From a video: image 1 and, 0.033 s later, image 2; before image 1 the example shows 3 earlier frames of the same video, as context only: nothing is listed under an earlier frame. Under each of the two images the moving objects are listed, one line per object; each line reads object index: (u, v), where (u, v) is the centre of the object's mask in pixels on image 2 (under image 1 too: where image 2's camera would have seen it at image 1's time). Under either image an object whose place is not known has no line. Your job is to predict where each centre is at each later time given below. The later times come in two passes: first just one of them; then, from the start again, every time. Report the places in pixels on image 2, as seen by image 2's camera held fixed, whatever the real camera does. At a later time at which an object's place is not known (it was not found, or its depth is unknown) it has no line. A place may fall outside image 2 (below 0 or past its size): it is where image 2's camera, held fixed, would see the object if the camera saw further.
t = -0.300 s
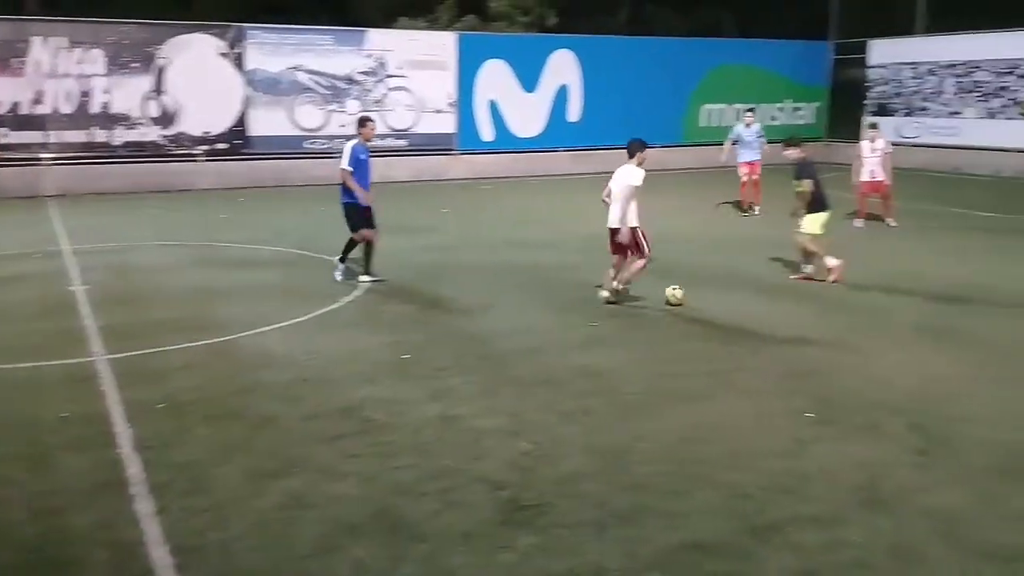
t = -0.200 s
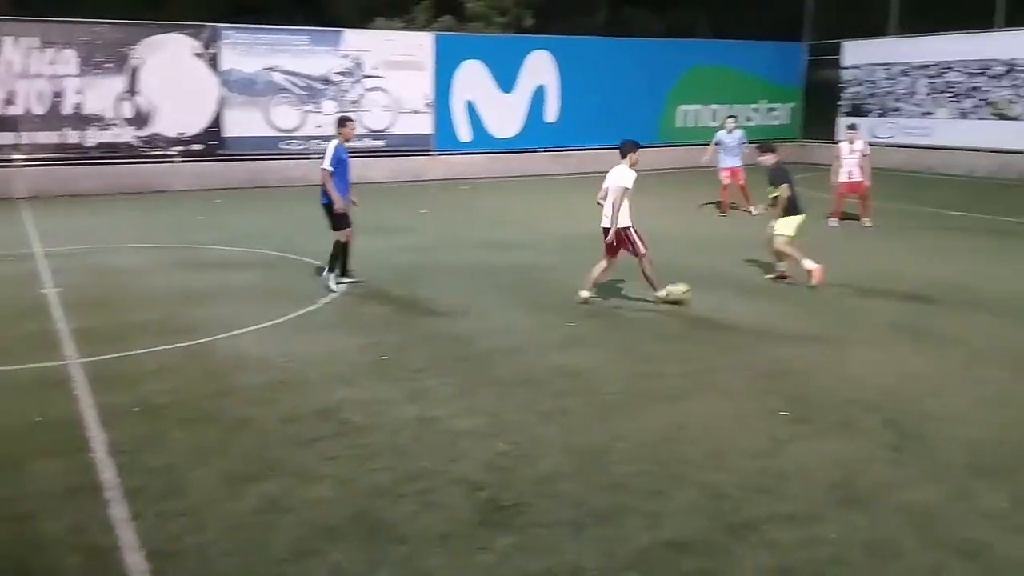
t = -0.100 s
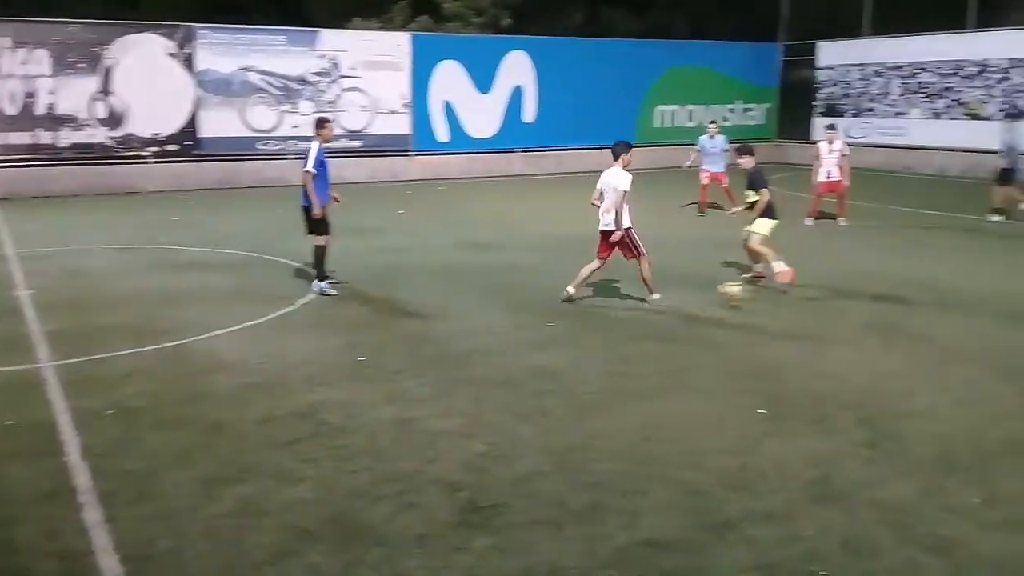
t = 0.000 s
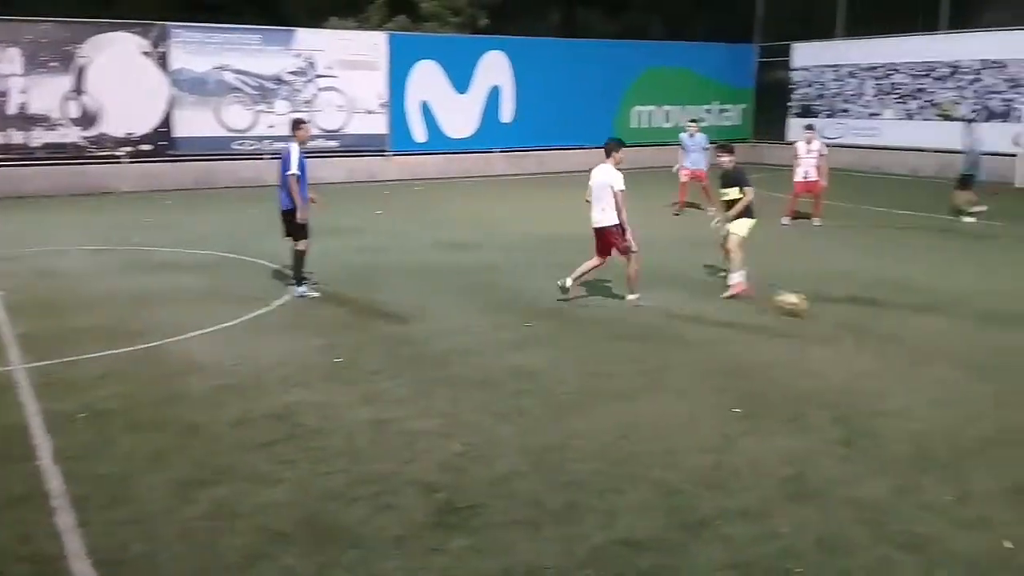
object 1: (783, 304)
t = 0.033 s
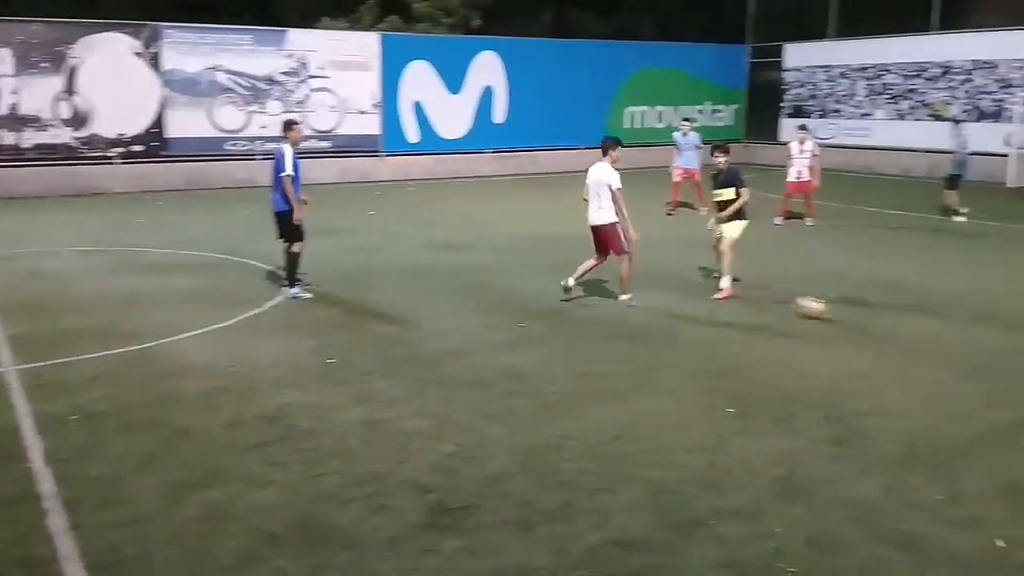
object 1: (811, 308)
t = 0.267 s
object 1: (977, 320)
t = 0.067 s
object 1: (836, 310)
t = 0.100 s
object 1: (859, 310)
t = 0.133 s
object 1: (883, 311)
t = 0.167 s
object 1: (908, 313)
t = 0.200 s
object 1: (932, 316)
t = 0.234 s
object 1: (955, 320)
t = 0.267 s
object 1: (977, 320)
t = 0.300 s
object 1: (996, 321)
